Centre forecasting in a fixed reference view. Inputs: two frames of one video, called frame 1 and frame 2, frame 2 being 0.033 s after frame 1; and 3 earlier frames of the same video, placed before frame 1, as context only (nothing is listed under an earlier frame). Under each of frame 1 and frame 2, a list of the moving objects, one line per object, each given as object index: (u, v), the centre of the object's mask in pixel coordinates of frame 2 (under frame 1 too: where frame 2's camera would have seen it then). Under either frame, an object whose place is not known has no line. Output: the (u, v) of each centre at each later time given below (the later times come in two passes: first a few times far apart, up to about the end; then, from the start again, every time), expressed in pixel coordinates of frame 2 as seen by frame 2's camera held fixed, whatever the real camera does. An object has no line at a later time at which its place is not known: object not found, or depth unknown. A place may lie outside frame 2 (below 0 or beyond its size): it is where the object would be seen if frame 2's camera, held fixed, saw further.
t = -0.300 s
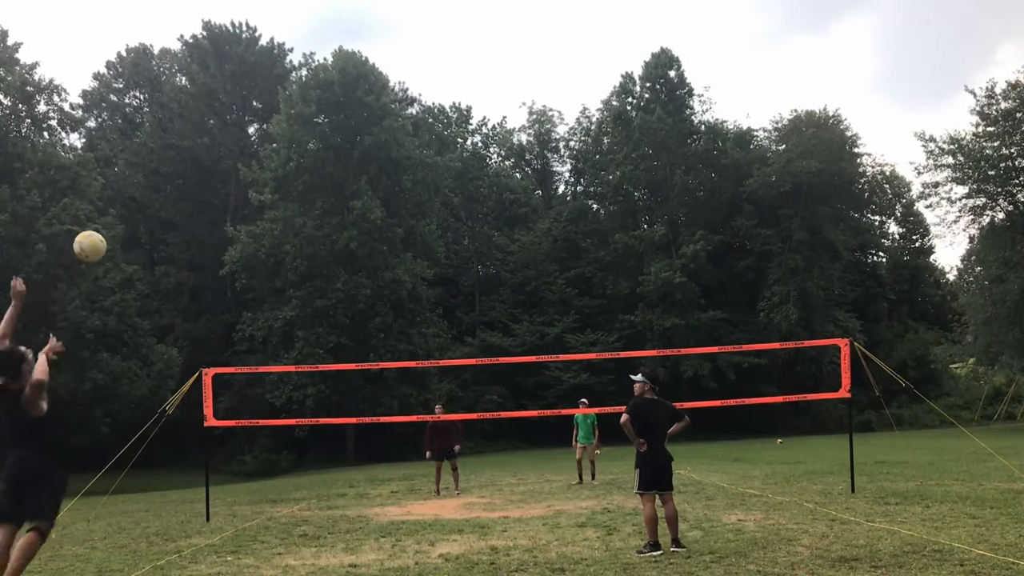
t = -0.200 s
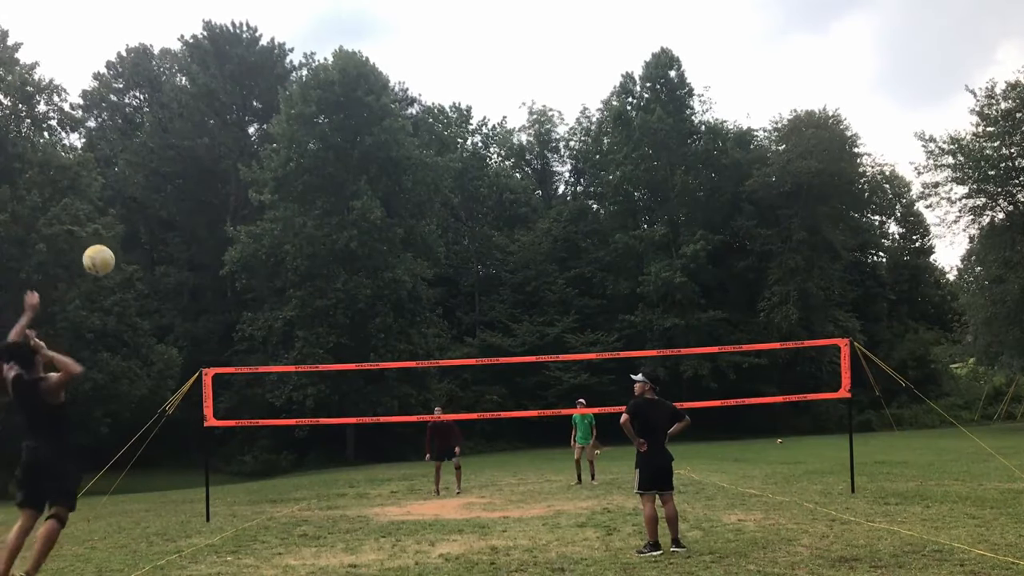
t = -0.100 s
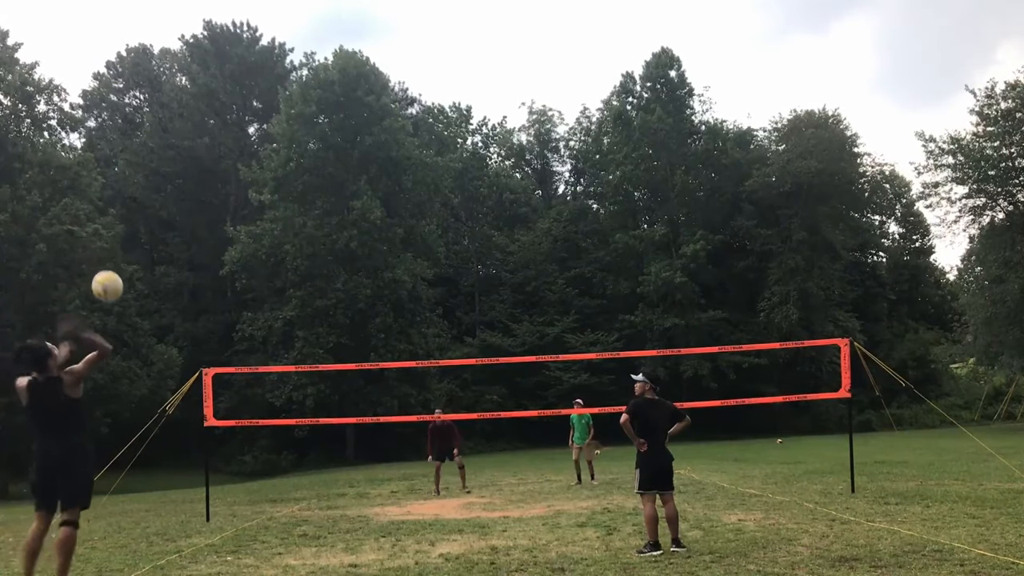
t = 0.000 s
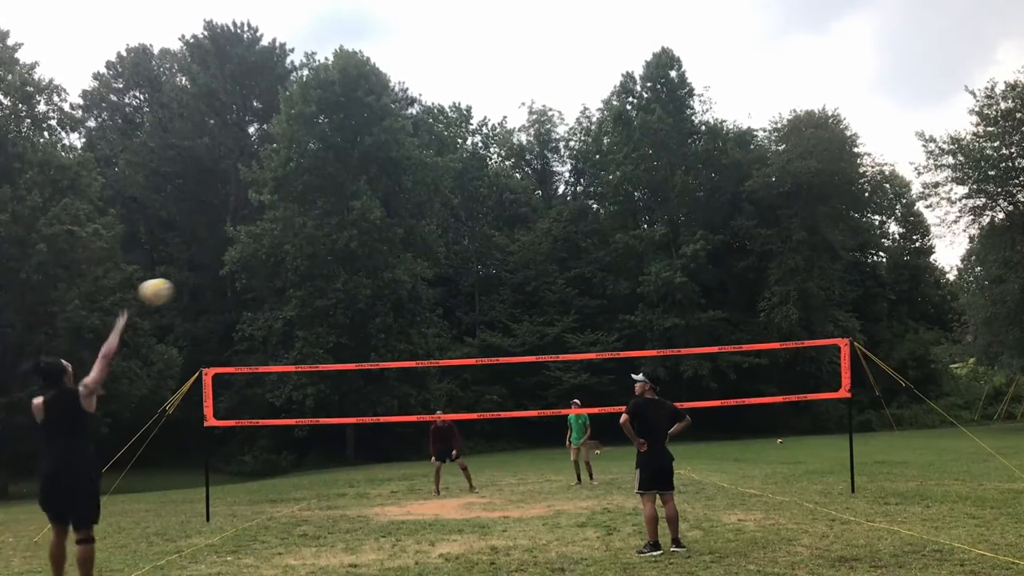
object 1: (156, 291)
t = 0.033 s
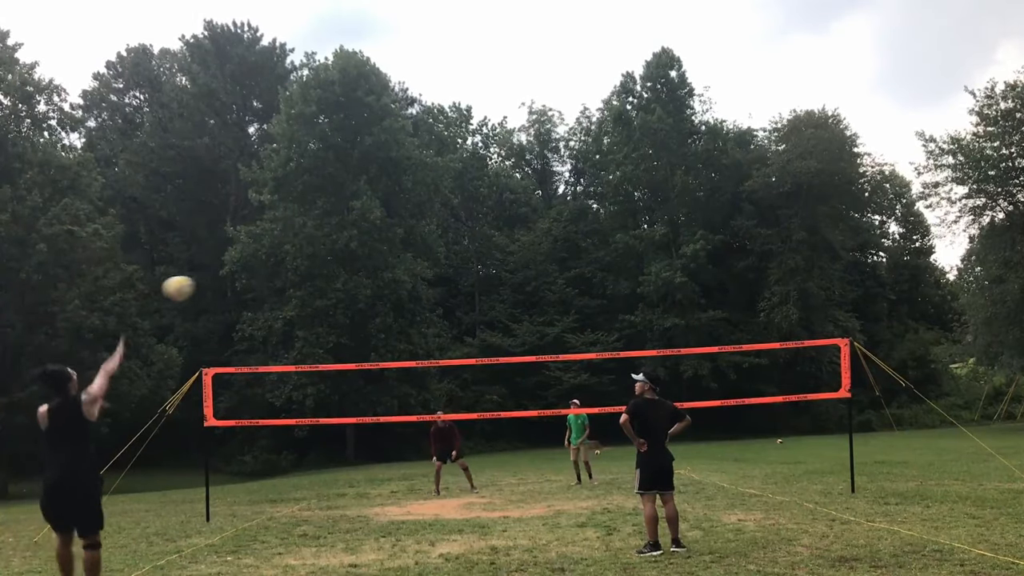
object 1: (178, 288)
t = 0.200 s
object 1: (261, 288)
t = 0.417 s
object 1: (325, 317)
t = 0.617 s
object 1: (361, 358)
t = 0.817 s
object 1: (383, 411)
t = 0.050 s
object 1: (189, 287)
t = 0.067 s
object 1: (199, 286)
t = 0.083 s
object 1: (208, 285)
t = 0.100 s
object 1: (217, 285)
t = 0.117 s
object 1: (225, 285)
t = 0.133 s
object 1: (233, 285)
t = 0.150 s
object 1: (241, 285)
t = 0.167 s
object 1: (248, 286)
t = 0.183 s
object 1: (255, 287)
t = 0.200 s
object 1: (261, 288)
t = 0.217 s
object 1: (268, 289)
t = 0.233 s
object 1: (273, 290)
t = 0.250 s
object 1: (279, 292)
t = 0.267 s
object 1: (285, 294)
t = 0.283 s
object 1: (290, 296)
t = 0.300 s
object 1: (296, 298)
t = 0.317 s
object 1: (300, 300)
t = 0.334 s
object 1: (305, 302)
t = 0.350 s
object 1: (309, 305)
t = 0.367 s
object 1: (314, 307)
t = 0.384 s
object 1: (318, 310)
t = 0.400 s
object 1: (322, 313)
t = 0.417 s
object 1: (325, 317)
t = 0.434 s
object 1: (329, 320)
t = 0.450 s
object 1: (332, 323)
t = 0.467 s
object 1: (335, 326)
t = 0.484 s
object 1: (339, 330)
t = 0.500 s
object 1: (342, 333)
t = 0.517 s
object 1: (345, 337)
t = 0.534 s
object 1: (348, 341)
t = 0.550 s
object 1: (351, 345)
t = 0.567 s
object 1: (353, 349)
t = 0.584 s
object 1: (356, 352)
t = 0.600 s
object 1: (358, 356)
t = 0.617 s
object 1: (361, 358)
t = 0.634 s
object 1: (363, 364)
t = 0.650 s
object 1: (365, 369)
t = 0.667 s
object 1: (367, 374)
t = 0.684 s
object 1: (369, 377)
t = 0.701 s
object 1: (371, 381)
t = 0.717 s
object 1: (373, 386)
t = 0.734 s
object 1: (375, 390)
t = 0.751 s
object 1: (376, 394)
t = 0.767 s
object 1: (378, 399)
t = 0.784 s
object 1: (380, 403)
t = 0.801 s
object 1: (381, 407)
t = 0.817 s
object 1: (383, 411)
